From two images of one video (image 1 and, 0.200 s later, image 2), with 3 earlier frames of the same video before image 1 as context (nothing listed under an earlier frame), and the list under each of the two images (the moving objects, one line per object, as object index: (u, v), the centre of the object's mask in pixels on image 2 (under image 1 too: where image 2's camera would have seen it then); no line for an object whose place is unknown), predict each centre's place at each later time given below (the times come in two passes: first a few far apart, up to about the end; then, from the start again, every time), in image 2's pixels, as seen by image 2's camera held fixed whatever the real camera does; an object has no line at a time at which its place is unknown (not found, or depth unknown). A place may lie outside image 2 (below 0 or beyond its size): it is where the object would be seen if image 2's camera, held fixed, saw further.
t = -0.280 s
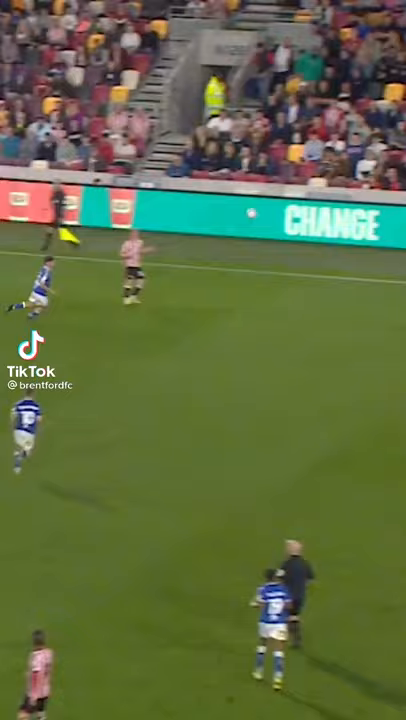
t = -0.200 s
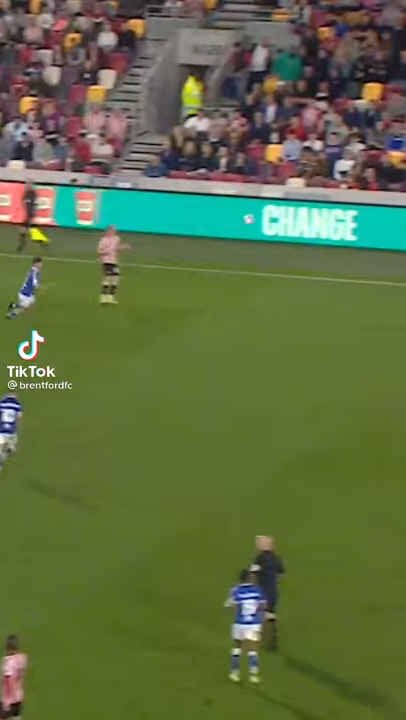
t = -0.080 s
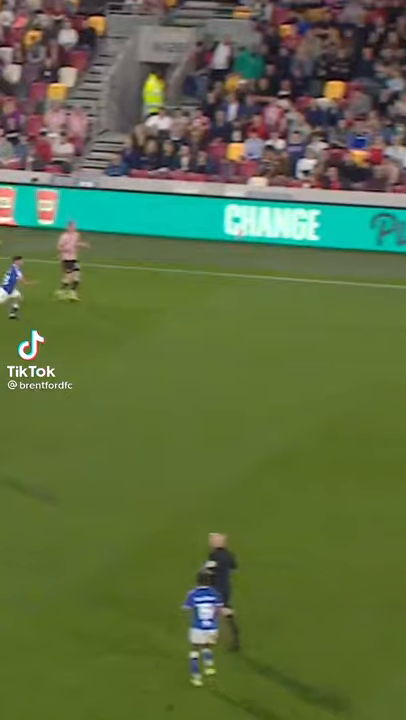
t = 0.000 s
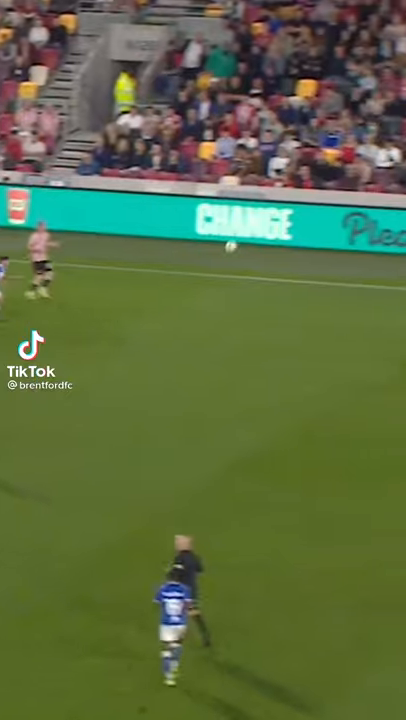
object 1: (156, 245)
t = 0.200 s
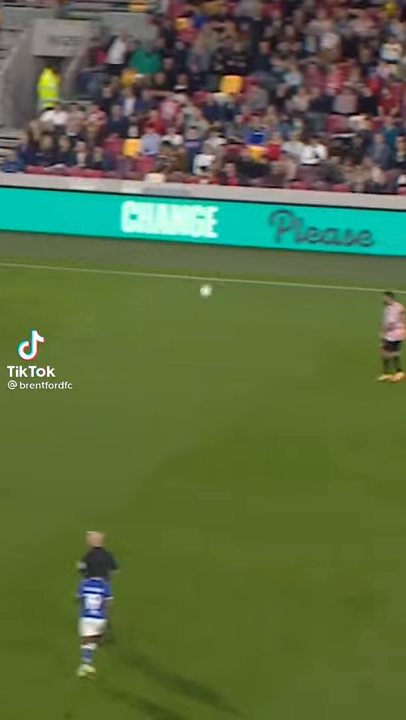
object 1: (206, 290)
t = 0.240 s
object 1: (215, 302)
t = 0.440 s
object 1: (260, 338)
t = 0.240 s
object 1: (215, 302)
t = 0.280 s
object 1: (225, 314)
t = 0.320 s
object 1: (235, 327)
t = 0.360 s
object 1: (245, 341)
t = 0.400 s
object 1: (254, 346)
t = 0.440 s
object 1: (260, 338)
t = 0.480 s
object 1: (265, 331)
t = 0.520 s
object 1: (271, 325)
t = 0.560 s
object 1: (277, 319)
